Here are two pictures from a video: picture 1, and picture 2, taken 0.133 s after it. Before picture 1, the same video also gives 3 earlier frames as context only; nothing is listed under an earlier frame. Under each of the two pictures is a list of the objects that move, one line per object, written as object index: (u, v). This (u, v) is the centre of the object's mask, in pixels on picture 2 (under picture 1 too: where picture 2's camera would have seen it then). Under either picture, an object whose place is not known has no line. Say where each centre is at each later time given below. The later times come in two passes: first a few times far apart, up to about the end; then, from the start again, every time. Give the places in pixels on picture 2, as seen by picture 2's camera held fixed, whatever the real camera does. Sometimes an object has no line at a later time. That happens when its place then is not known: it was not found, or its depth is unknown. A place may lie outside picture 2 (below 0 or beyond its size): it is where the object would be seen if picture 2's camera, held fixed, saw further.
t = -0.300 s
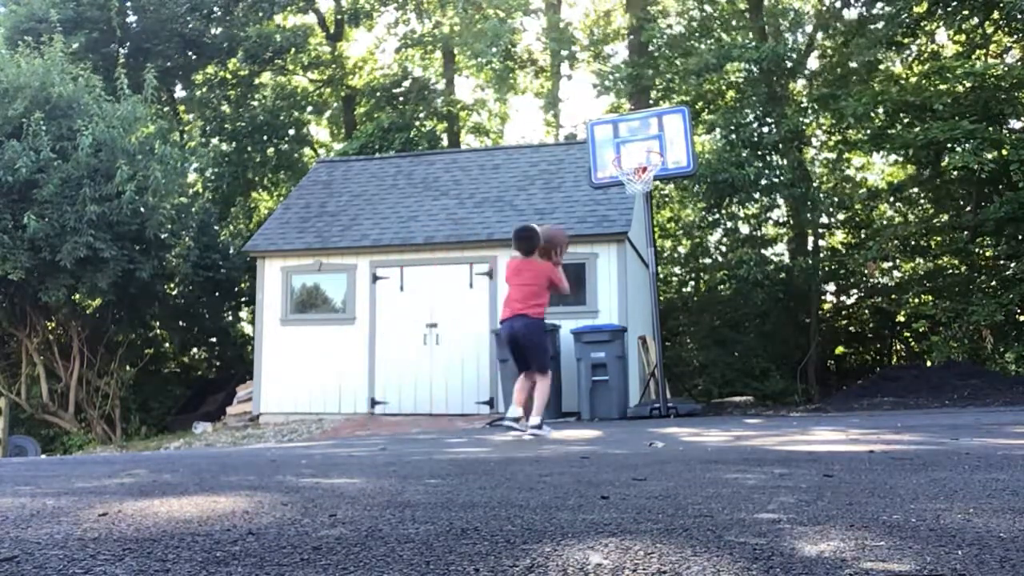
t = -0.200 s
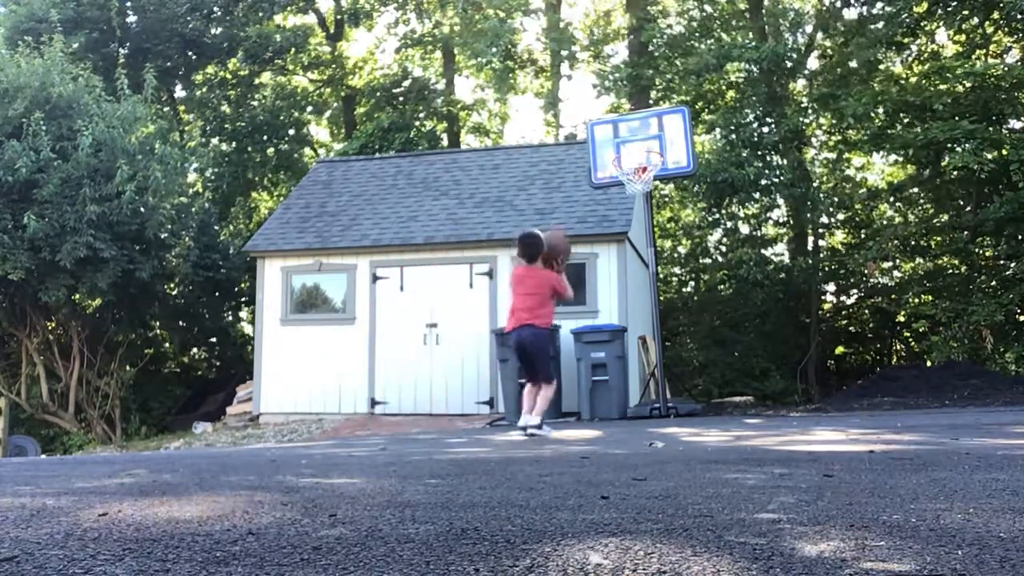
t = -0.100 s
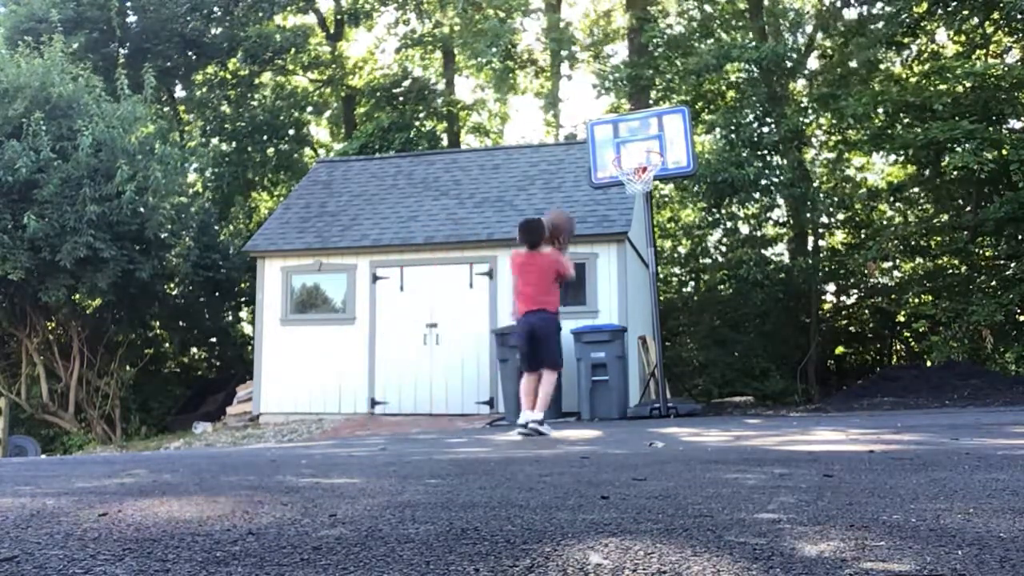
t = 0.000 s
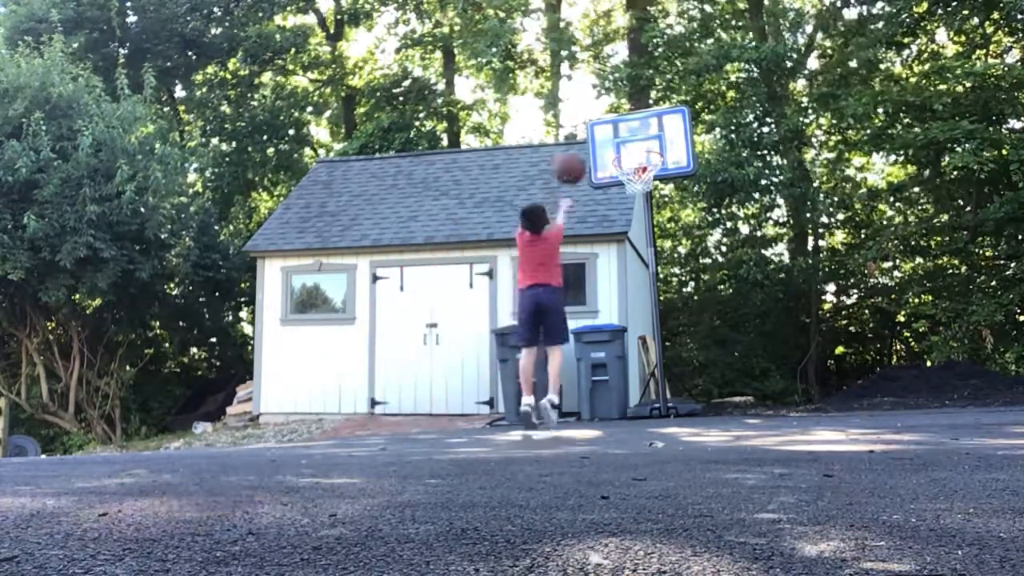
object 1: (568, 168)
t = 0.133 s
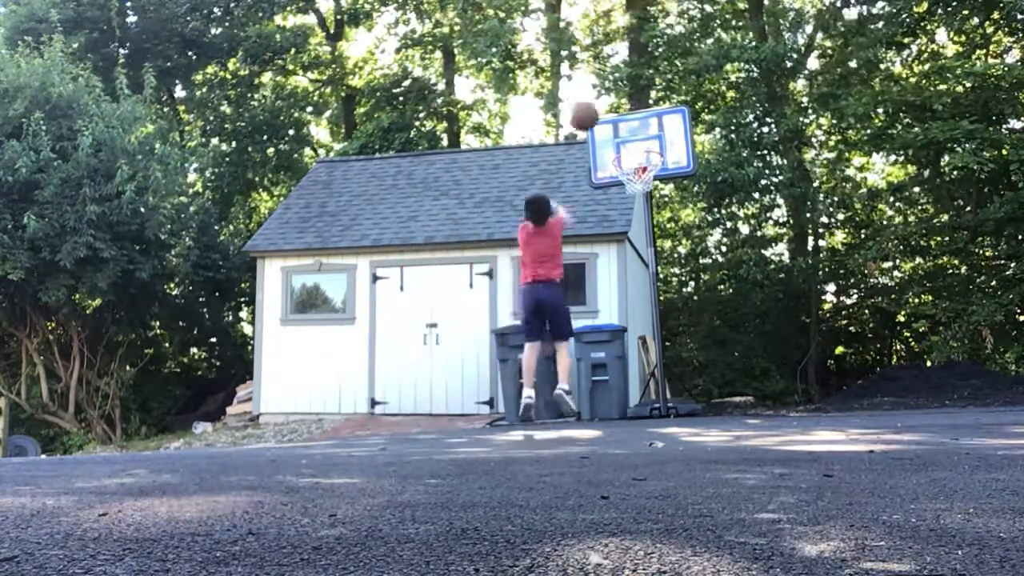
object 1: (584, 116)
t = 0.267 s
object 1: (597, 92)
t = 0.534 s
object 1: (615, 112)
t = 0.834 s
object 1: (618, 140)
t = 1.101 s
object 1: (606, 144)
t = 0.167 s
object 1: (588, 108)
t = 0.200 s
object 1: (591, 99)
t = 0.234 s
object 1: (594, 96)
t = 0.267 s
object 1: (597, 92)
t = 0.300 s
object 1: (599, 90)
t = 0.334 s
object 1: (601, 90)
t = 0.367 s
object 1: (603, 91)
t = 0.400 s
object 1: (605, 93)
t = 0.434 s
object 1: (607, 96)
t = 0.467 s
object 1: (610, 99)
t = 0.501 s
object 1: (611, 102)
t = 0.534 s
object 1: (615, 112)
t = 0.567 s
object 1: (616, 118)
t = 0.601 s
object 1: (618, 126)
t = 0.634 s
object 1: (620, 135)
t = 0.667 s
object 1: (622, 144)
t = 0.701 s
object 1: (623, 151)
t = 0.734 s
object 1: (622, 153)
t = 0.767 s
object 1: (620, 150)
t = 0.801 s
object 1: (619, 144)
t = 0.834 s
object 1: (618, 140)
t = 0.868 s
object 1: (616, 138)
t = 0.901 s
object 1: (615, 135)
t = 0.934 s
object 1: (613, 134)
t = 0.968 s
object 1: (612, 134)
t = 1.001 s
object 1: (610, 135)
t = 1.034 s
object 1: (608, 136)
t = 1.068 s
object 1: (607, 140)
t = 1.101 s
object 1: (606, 144)
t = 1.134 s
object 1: (604, 150)
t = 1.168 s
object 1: (602, 156)
